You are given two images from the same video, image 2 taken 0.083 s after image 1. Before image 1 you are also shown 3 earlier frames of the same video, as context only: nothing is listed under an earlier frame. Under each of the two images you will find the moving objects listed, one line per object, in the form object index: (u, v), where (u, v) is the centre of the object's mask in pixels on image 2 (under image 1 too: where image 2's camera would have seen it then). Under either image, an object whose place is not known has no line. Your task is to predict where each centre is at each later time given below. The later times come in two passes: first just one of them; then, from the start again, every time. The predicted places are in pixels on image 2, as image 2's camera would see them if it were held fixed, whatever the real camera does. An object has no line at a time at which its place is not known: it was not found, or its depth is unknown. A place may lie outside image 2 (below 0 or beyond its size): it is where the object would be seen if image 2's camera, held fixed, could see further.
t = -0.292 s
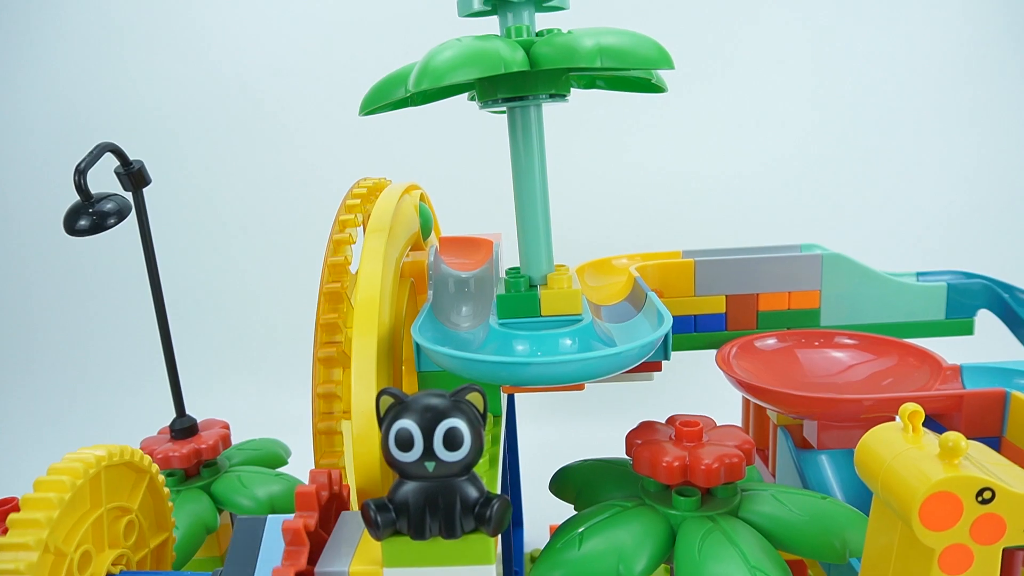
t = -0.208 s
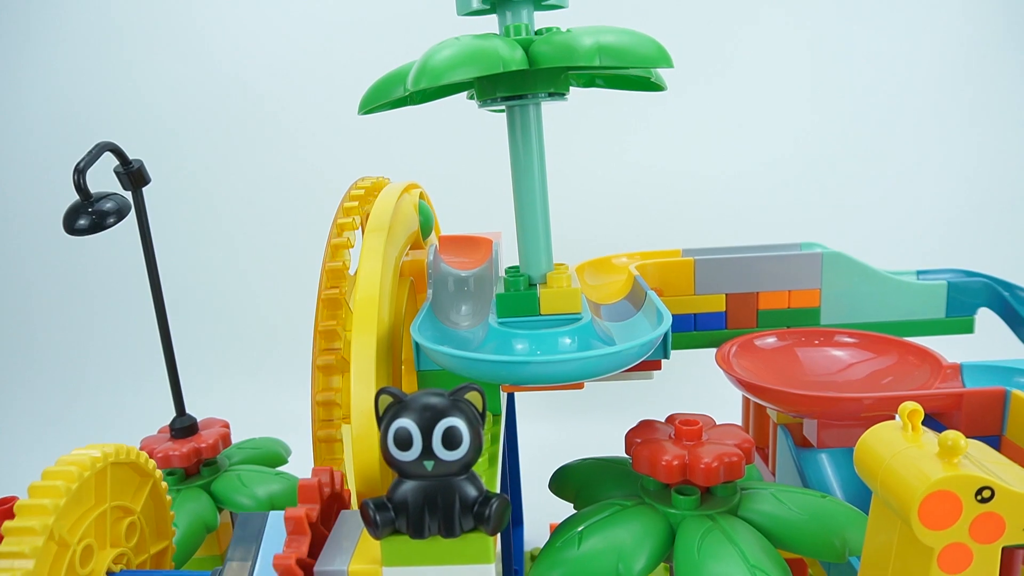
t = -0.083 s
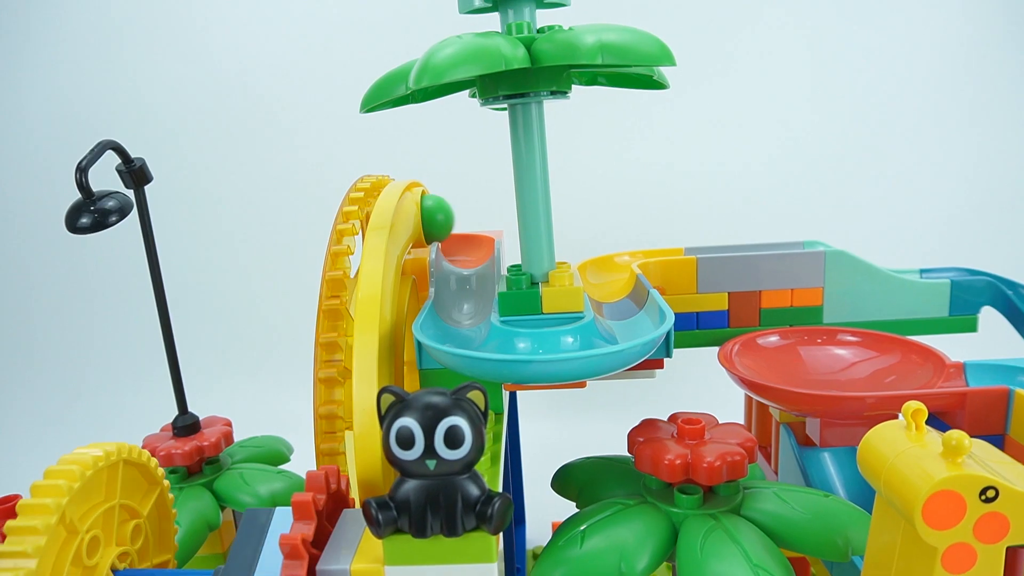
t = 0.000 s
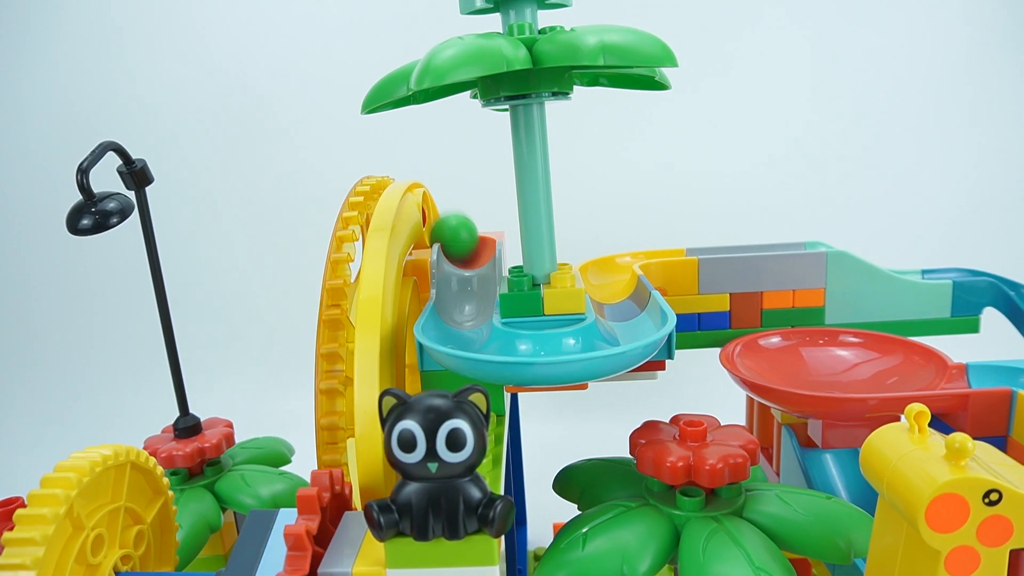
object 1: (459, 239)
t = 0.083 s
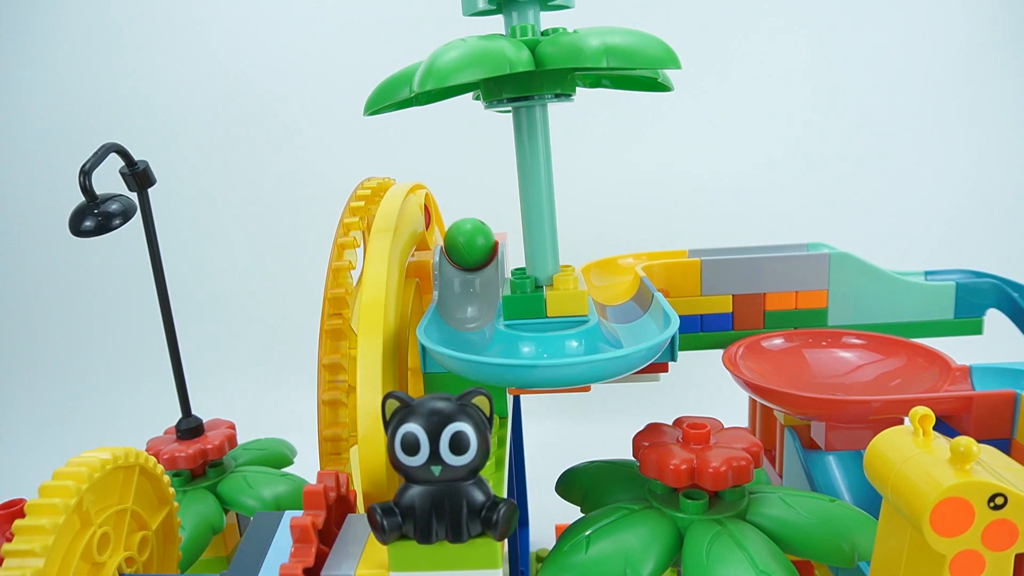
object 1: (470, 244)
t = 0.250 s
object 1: (468, 271)
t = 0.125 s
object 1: (470, 245)
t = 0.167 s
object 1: (470, 247)
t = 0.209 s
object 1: (469, 253)
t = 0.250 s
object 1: (468, 271)
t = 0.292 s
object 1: (468, 302)
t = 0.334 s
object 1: (464, 313)
